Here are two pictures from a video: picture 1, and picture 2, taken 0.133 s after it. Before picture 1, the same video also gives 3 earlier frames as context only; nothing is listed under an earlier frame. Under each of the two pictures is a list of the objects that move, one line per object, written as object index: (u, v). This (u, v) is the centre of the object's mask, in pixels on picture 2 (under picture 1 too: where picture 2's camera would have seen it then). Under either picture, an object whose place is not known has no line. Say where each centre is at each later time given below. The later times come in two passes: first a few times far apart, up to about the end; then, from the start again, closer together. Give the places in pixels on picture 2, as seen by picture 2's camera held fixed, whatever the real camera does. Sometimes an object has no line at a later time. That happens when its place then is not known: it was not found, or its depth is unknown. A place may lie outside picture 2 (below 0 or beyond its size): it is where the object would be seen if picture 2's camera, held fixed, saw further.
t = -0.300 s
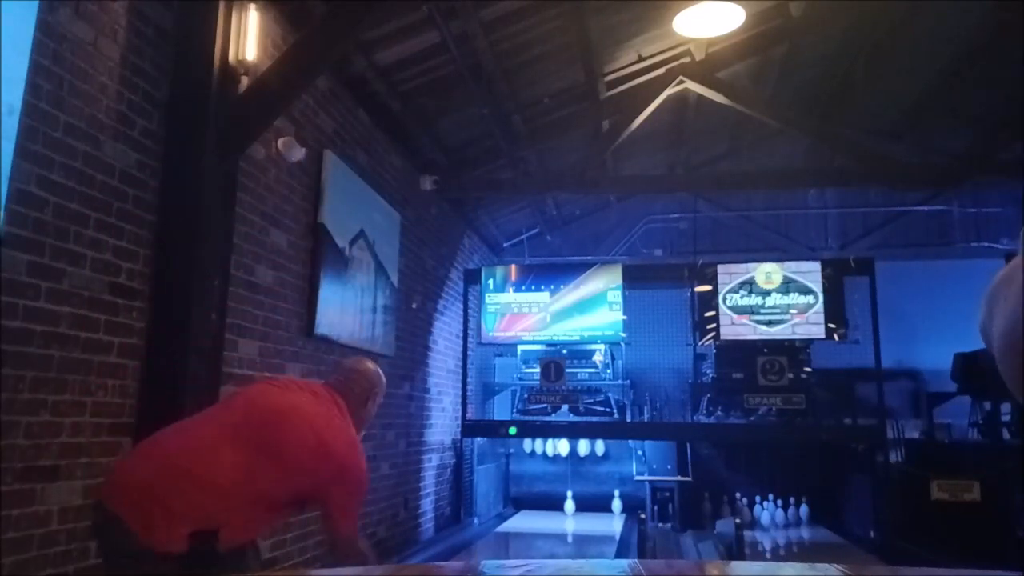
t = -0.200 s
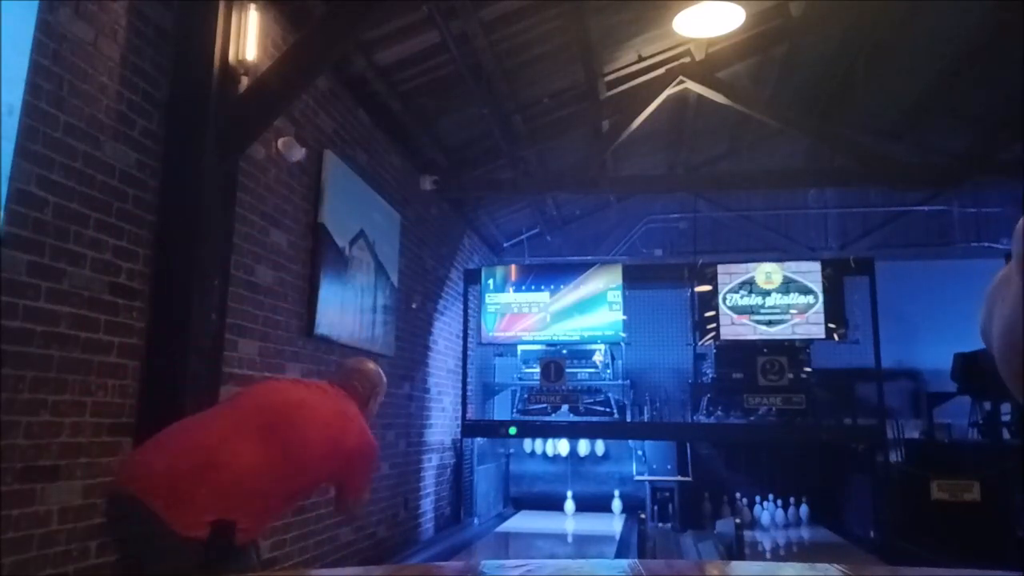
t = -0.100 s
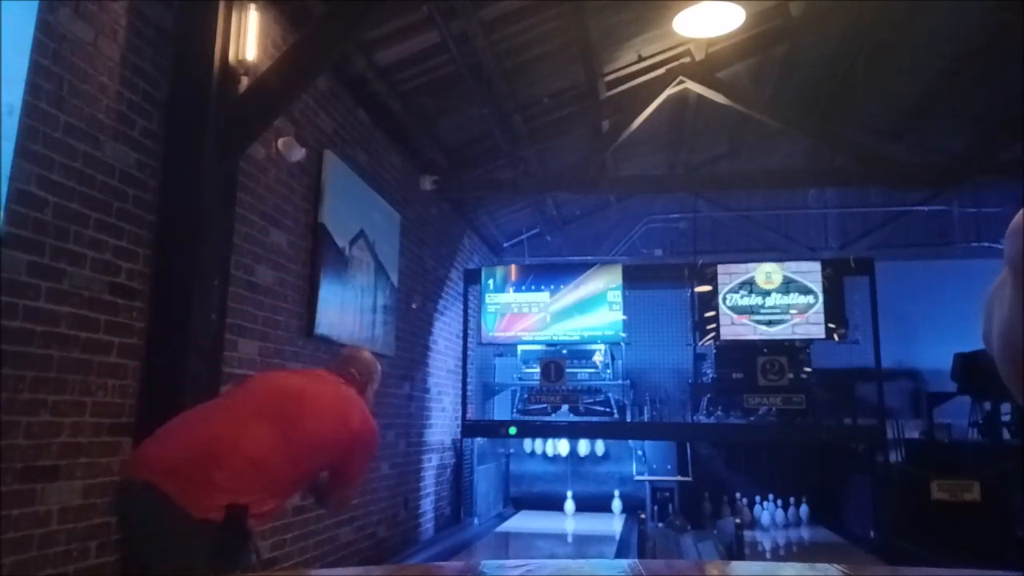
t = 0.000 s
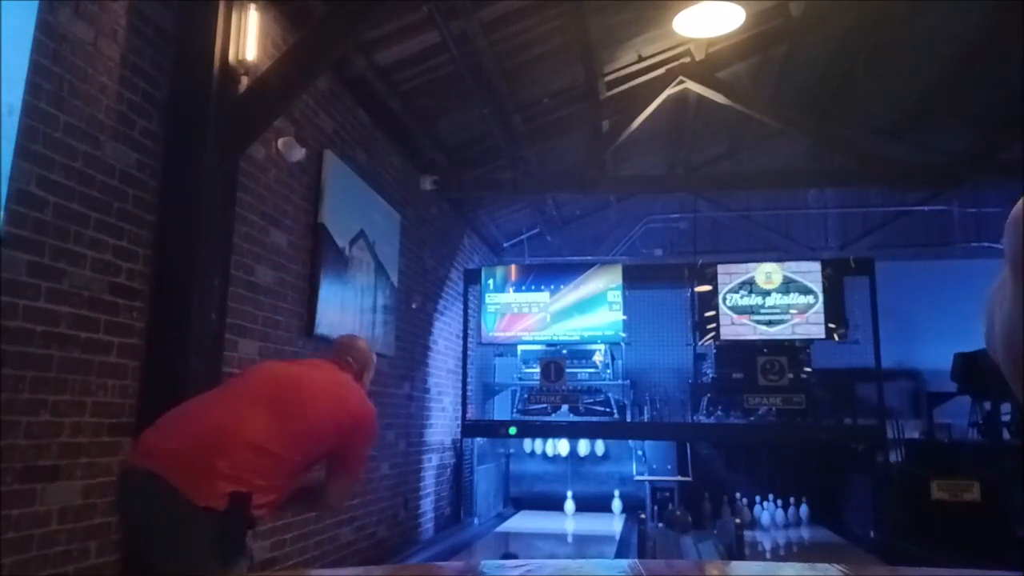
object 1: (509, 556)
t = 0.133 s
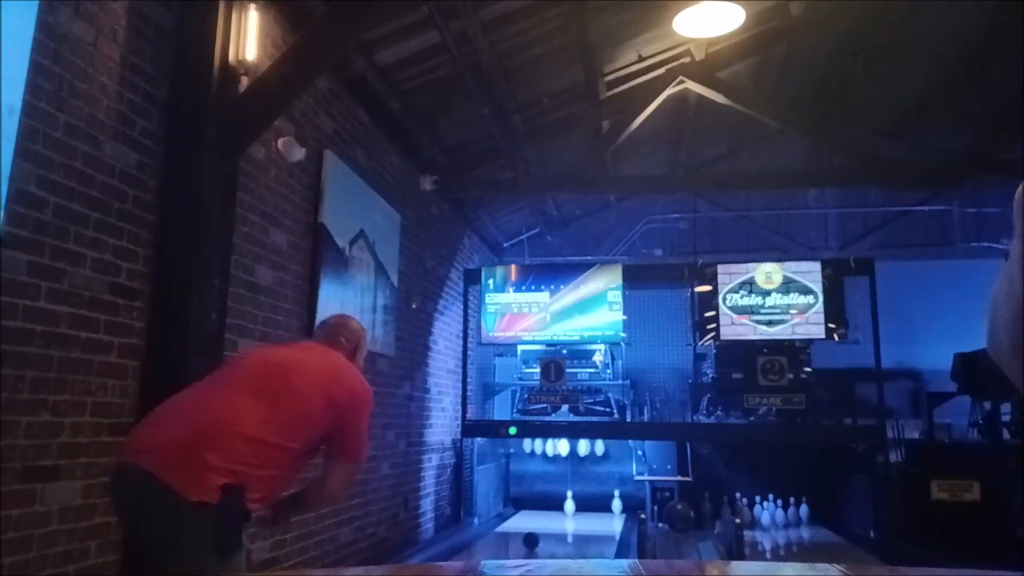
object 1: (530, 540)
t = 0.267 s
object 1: (546, 525)
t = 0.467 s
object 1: (560, 509)
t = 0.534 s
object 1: (553, 505)
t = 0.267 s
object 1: (546, 525)
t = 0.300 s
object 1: (550, 519)
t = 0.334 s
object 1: (552, 518)
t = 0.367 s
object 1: (554, 515)
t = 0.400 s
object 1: (557, 513)
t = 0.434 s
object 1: (559, 511)
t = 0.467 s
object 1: (560, 509)
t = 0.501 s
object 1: (557, 507)
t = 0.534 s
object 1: (553, 505)
